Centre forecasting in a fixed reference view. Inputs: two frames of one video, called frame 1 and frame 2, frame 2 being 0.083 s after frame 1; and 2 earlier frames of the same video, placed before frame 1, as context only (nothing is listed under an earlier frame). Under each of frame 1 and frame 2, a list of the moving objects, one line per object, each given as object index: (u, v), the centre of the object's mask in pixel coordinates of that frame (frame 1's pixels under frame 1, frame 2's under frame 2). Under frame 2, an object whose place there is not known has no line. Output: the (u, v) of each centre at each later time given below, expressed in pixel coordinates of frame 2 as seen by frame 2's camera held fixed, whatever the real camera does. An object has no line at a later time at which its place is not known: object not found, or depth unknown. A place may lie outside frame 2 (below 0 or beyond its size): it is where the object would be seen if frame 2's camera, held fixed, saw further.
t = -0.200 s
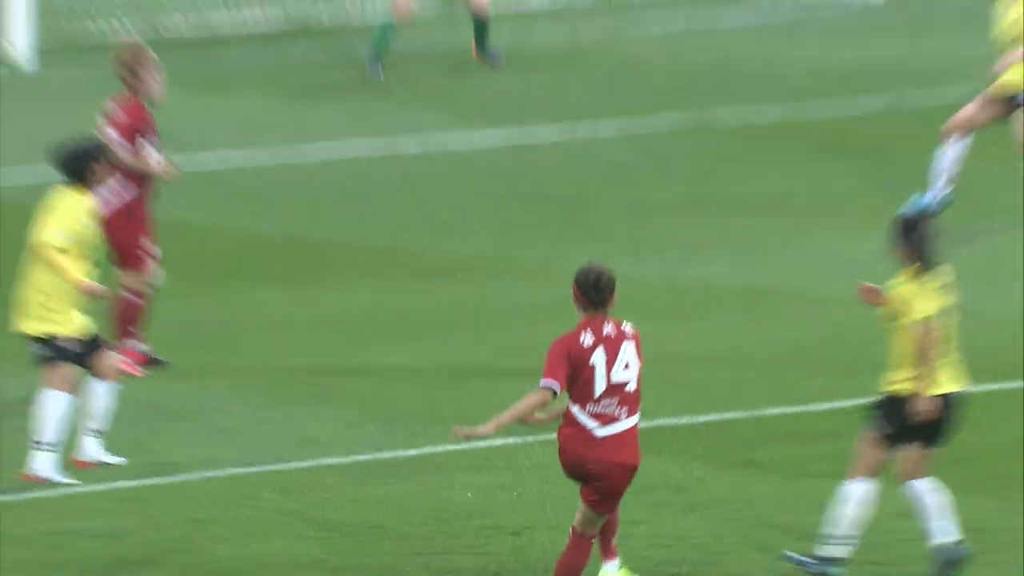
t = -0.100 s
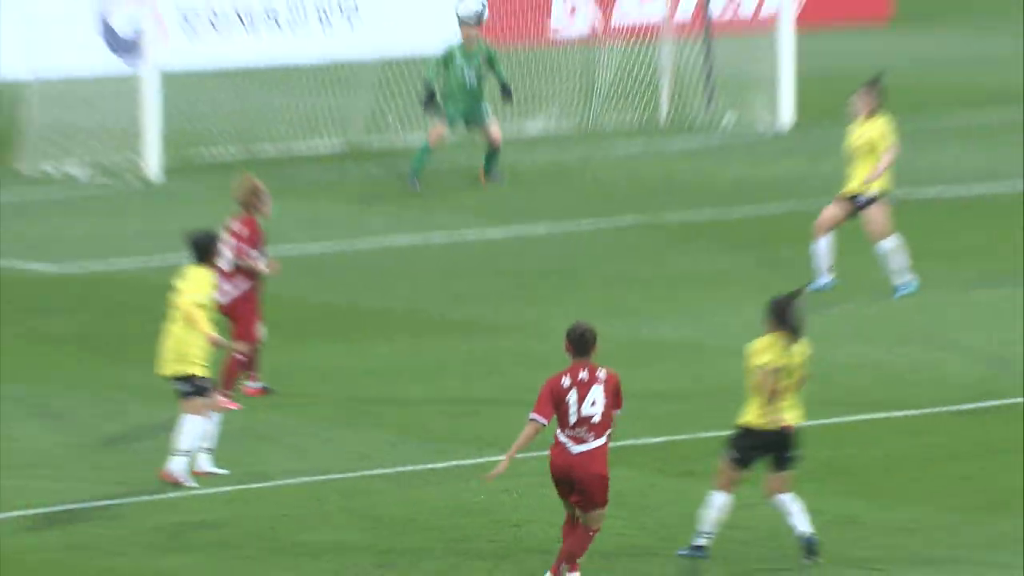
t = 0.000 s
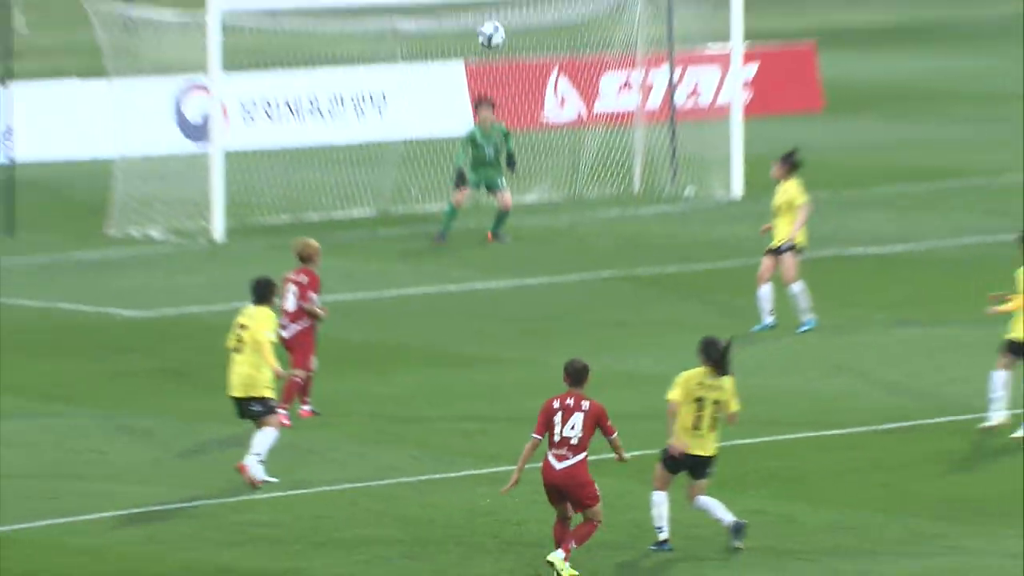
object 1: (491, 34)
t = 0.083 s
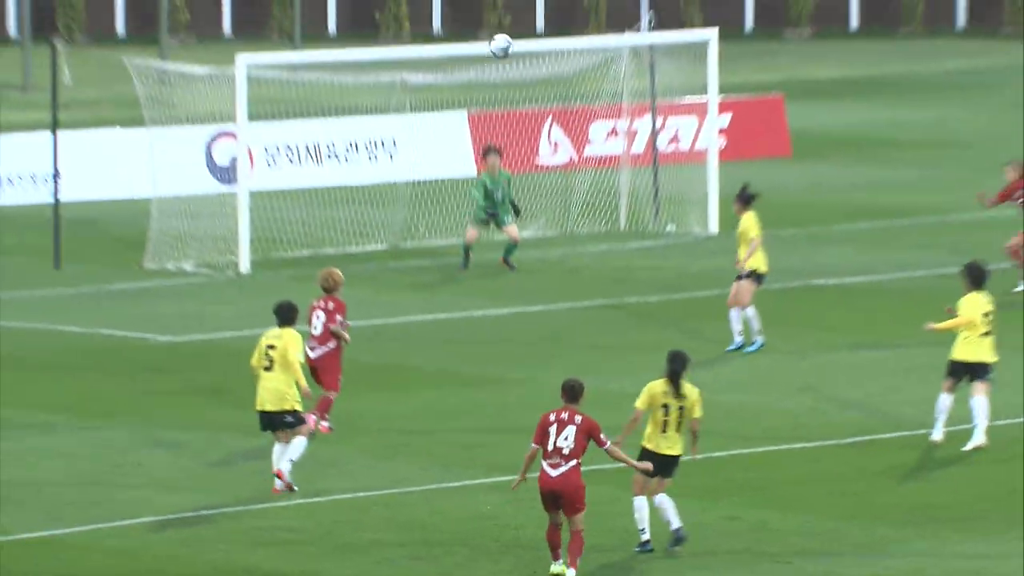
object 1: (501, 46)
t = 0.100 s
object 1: (503, 38)
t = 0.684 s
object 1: (612, -32)
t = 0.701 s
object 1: (616, -30)
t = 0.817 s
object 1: (646, -23)
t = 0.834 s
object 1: (650, -22)
